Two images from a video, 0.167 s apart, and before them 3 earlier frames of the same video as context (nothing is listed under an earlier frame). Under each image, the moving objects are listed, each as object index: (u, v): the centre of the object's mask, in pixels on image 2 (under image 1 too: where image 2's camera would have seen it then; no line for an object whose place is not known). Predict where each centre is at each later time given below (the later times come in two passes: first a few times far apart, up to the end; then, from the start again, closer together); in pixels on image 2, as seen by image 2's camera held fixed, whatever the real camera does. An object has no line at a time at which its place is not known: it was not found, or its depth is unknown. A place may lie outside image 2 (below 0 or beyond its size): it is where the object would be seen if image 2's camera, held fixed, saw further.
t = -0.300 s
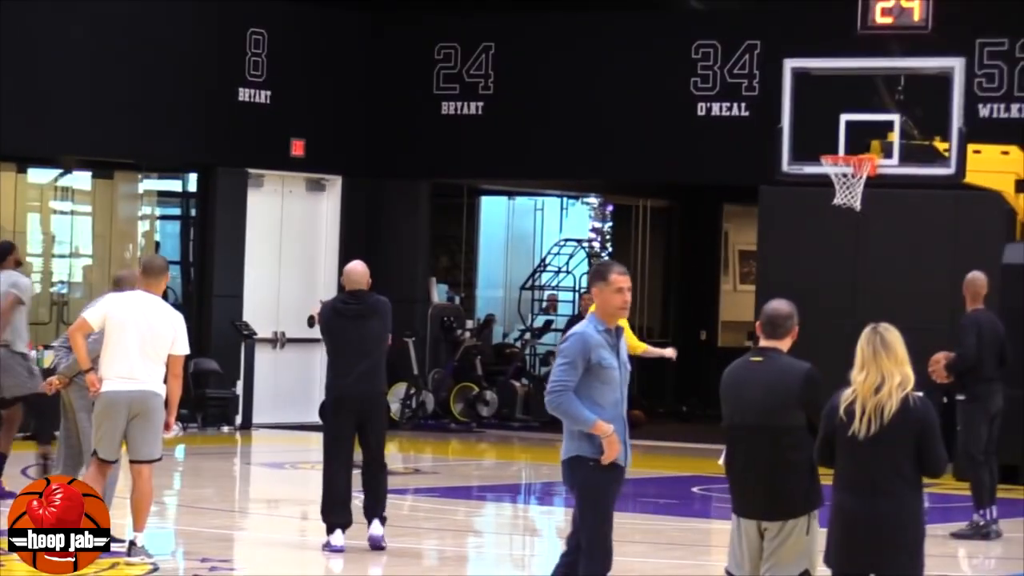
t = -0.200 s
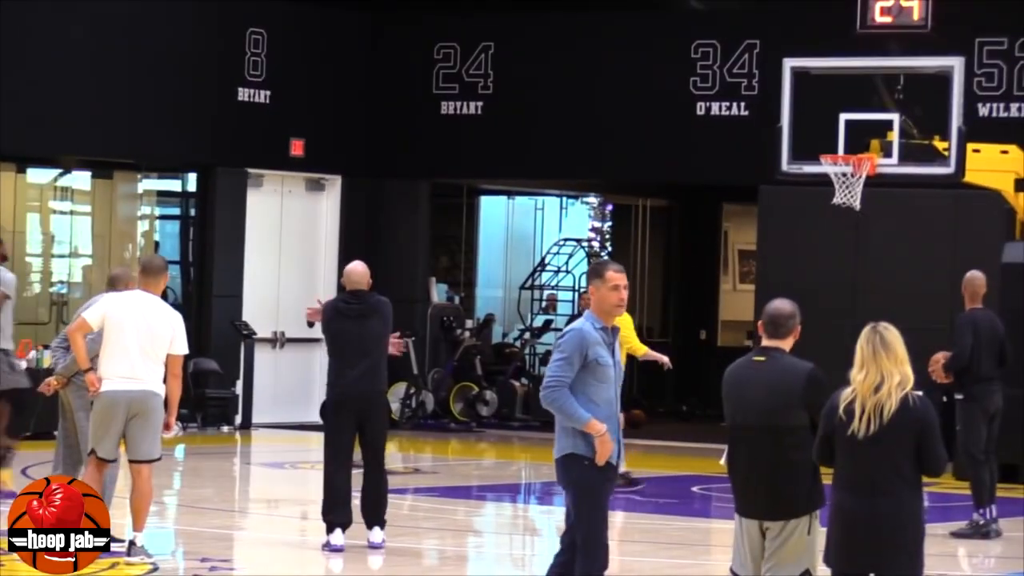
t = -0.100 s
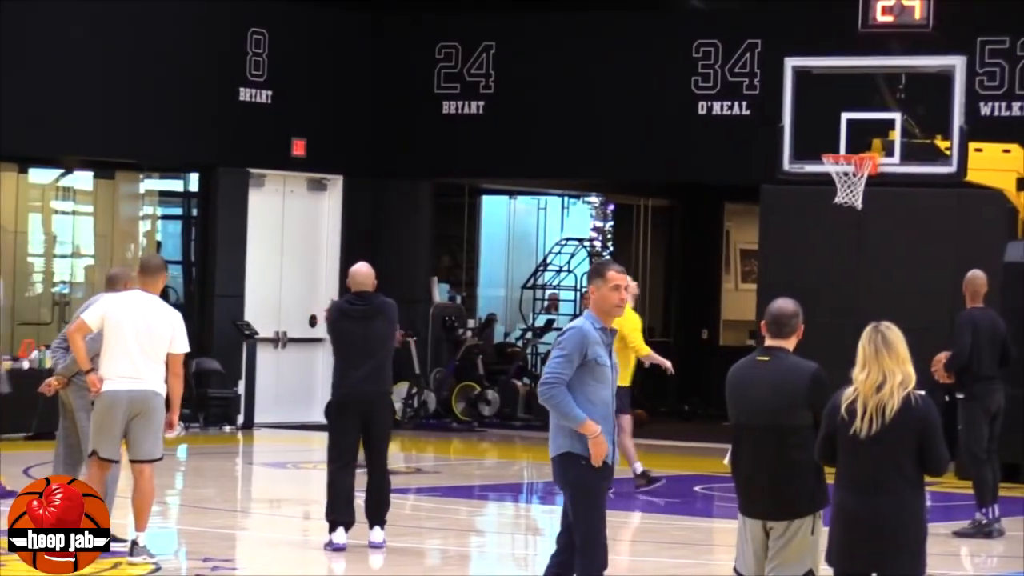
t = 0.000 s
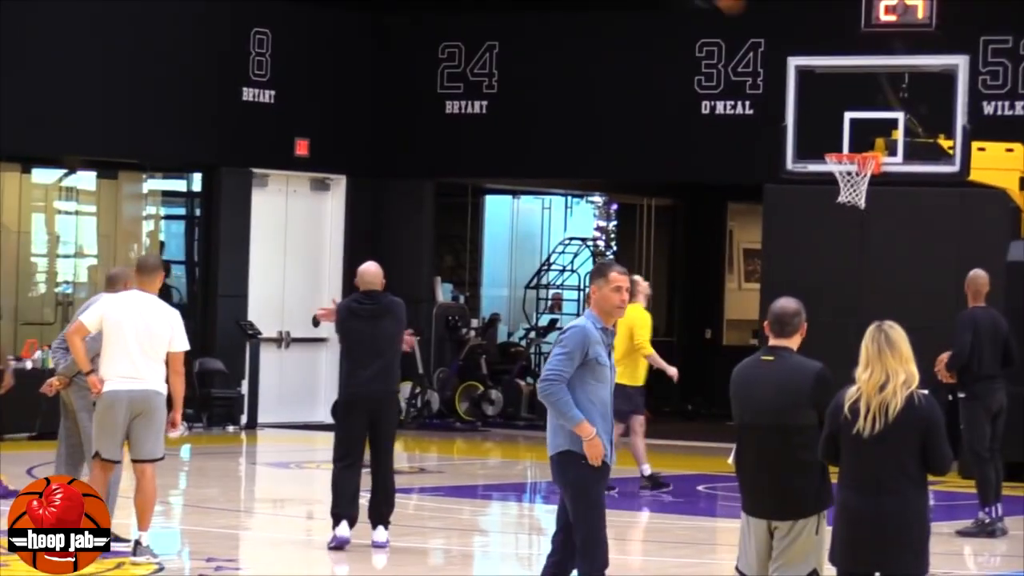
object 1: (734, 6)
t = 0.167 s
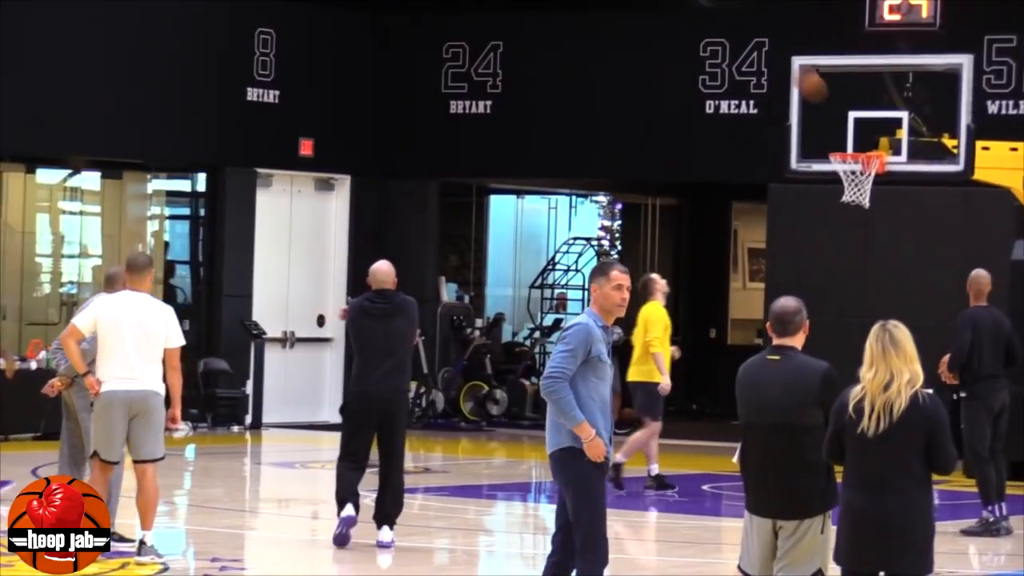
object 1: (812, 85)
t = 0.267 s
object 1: (851, 141)
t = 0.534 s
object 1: (893, 248)
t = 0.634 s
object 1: (902, 294)
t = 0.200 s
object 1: (823, 103)
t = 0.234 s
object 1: (835, 123)
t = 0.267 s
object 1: (851, 141)
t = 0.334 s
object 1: (877, 188)
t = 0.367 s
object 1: (879, 192)
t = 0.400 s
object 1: (882, 203)
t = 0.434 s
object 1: (885, 213)
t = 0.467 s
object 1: (888, 223)
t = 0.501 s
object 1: (891, 235)
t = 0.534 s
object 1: (893, 248)
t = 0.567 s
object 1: (896, 262)
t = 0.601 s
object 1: (899, 278)
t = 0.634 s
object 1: (902, 294)
